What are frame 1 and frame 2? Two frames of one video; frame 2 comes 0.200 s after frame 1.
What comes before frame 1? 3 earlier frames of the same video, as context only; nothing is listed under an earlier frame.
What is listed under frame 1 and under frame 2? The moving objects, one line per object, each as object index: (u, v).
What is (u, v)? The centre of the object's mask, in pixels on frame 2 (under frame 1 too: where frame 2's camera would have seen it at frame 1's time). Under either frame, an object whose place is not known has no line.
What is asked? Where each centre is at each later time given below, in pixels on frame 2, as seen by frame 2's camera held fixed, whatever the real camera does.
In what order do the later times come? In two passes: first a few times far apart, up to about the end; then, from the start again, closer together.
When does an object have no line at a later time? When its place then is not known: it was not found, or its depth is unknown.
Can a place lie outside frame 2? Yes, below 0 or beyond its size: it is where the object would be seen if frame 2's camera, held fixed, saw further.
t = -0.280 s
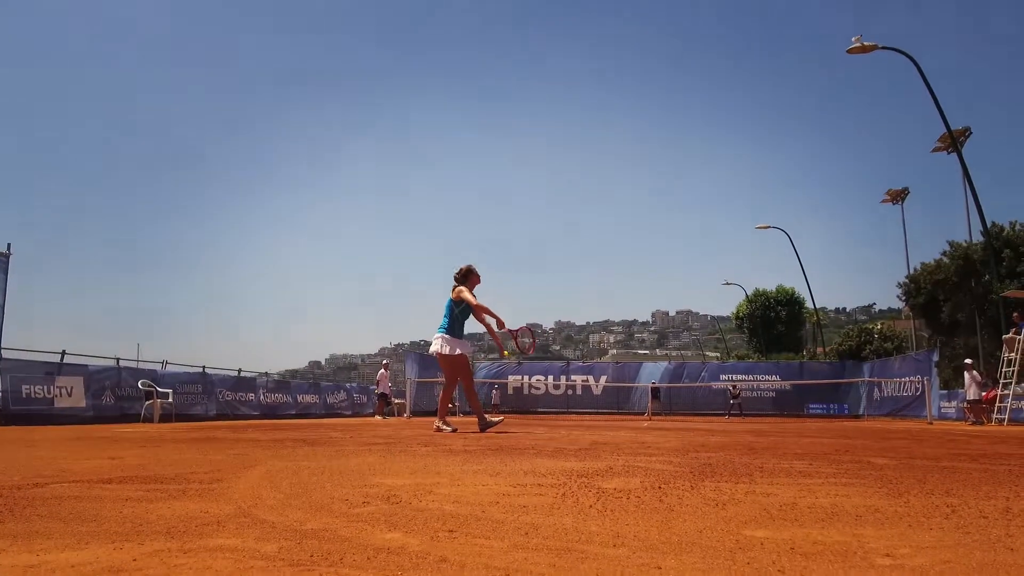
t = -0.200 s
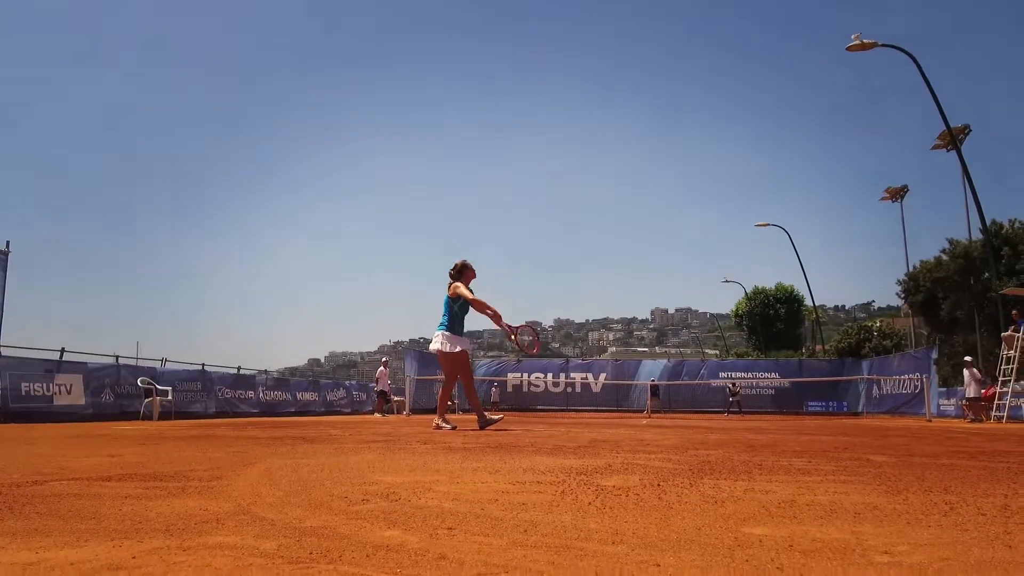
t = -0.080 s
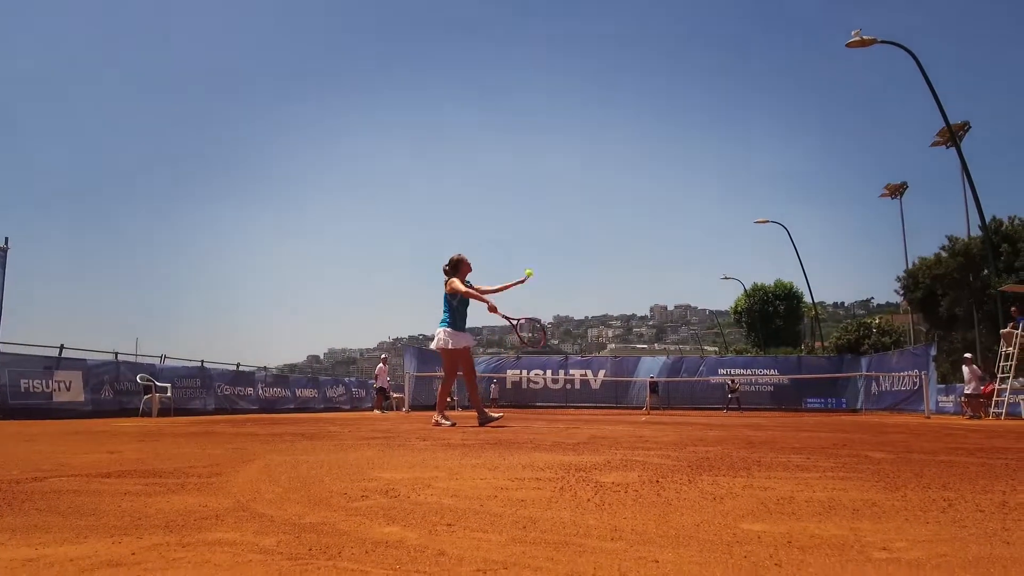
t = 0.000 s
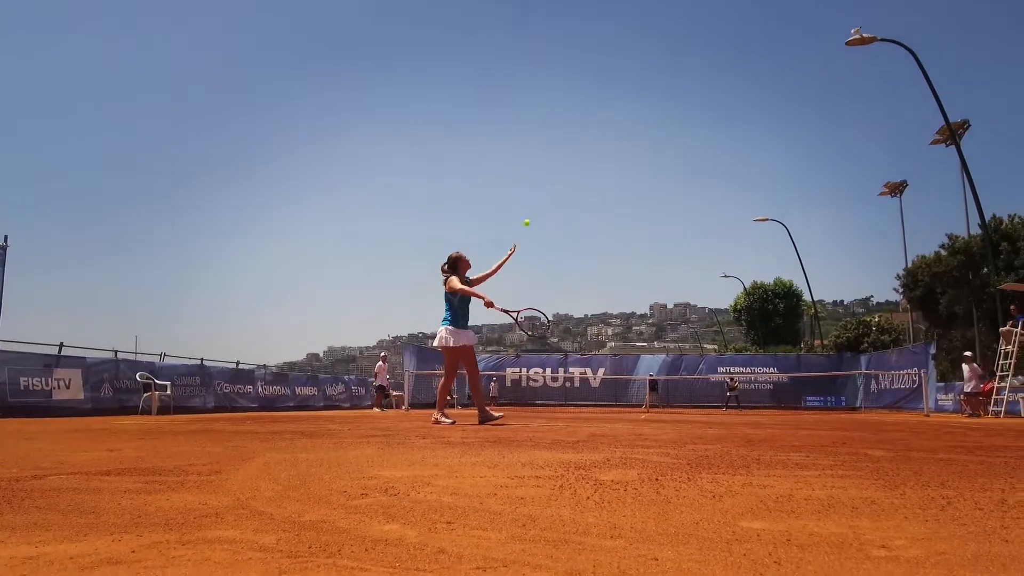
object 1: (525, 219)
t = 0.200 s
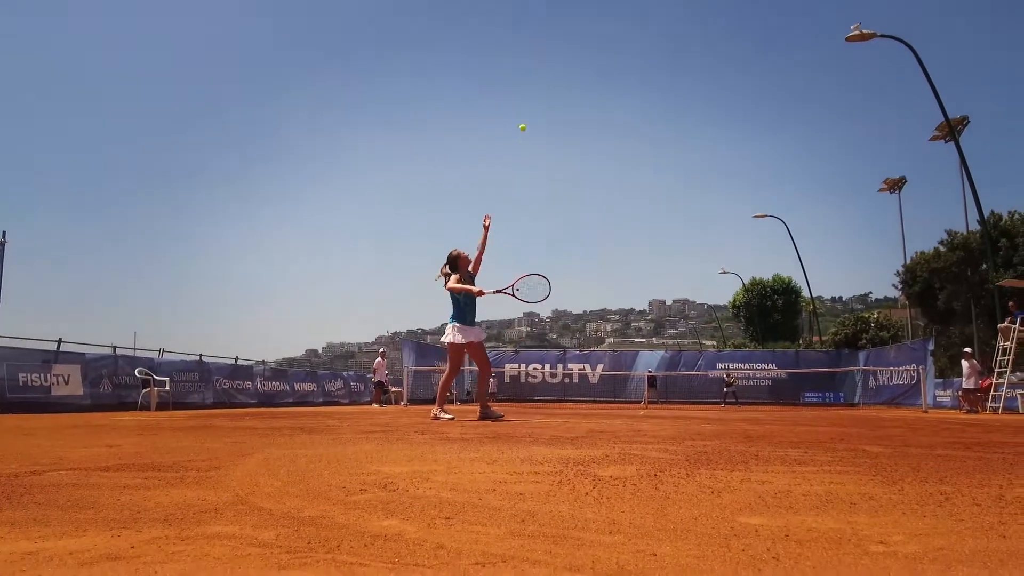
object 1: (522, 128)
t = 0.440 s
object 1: (519, 70)
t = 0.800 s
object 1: (513, 83)
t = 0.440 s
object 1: (519, 70)
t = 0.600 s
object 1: (517, 61)
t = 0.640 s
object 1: (516, 63)
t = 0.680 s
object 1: (515, 66)
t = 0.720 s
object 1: (515, 70)
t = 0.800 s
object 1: (513, 83)
